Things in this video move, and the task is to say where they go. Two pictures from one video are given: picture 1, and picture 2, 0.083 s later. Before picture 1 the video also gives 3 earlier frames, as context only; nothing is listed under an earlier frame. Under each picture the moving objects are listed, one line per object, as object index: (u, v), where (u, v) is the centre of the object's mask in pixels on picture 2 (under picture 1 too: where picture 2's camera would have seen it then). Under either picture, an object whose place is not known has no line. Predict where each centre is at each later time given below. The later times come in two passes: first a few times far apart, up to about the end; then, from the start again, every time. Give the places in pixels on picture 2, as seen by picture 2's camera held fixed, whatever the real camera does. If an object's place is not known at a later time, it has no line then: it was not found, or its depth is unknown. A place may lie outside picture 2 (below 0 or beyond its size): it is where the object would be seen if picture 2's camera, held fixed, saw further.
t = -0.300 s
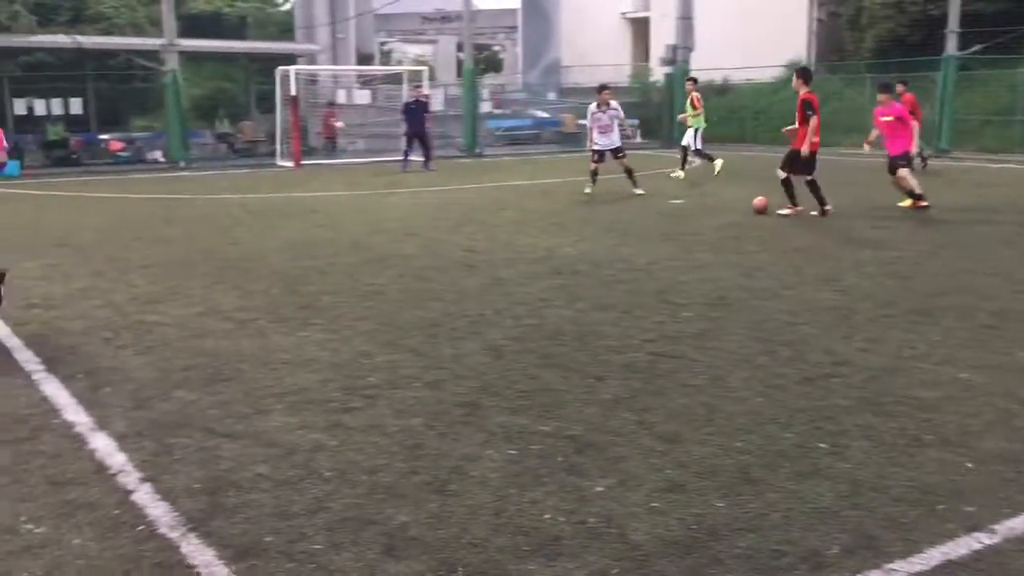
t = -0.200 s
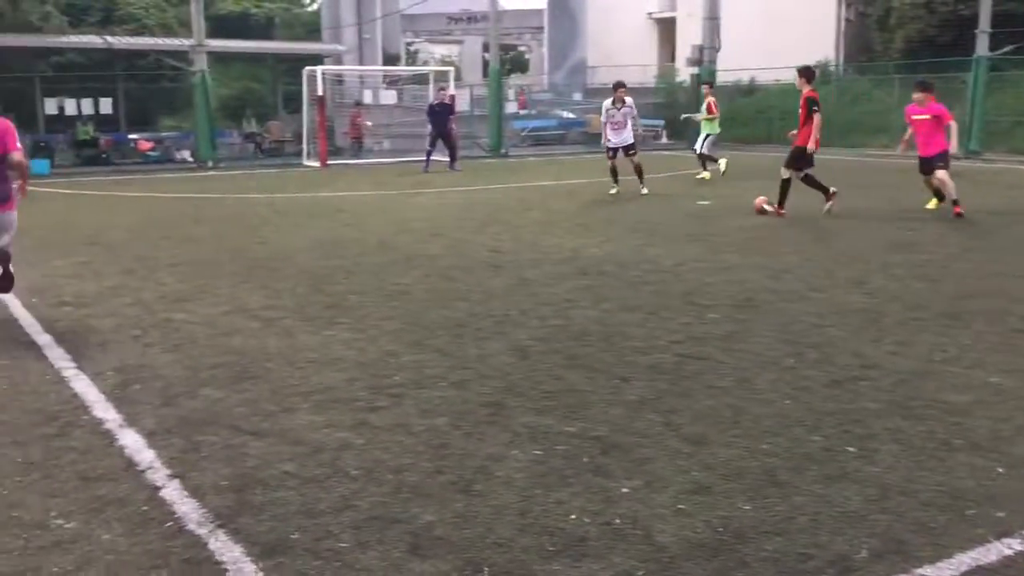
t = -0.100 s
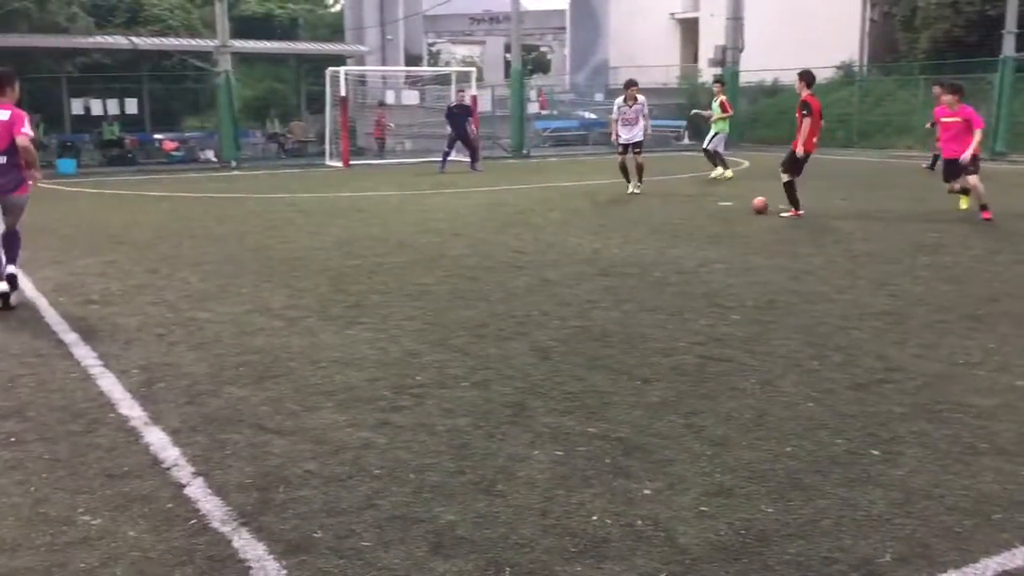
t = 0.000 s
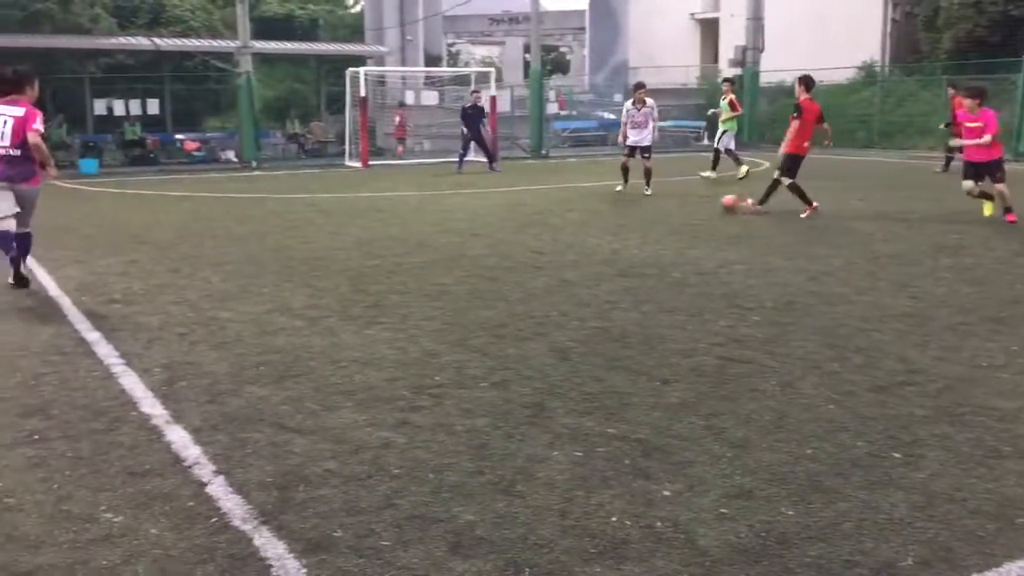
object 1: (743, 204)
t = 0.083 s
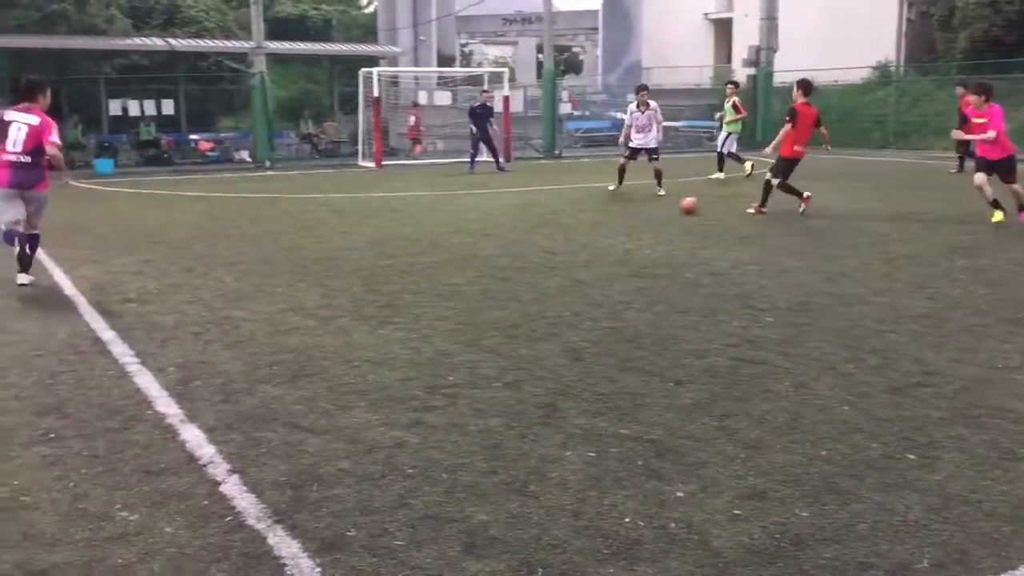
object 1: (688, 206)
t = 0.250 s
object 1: (598, 206)
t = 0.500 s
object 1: (489, 206)
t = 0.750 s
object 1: (392, 205)
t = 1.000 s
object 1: (300, 204)
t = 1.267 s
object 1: (208, 203)
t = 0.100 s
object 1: (679, 206)
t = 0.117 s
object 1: (668, 206)
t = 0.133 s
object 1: (659, 205)
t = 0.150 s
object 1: (650, 205)
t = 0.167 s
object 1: (641, 205)
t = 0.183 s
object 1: (632, 205)
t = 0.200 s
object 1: (623, 205)
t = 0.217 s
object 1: (614, 205)
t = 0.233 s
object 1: (605, 206)
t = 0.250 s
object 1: (598, 206)
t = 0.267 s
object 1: (589, 205)
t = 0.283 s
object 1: (582, 205)
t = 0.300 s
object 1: (574, 205)
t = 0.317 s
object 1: (566, 205)
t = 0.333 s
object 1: (558, 205)
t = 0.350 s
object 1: (550, 206)
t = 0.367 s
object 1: (543, 206)
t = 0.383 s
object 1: (537, 206)
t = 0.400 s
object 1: (529, 205)
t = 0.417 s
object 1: (522, 205)
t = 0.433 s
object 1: (515, 205)
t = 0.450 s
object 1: (509, 206)
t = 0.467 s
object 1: (501, 206)
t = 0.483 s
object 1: (495, 206)
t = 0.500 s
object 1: (489, 206)
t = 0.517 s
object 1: (482, 206)
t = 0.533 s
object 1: (475, 205)
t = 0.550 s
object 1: (469, 205)
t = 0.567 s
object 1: (462, 206)
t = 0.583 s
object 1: (455, 206)
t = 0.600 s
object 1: (450, 205)
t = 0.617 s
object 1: (443, 205)
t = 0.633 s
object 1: (436, 205)
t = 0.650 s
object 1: (430, 205)
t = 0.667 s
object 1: (425, 205)
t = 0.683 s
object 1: (418, 205)
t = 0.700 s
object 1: (410, 205)
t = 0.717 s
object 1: (405, 205)
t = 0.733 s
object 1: (398, 205)
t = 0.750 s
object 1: (392, 205)
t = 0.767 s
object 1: (385, 204)
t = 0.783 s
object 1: (379, 204)
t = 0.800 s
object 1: (374, 205)
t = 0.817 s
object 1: (367, 205)
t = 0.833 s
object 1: (360, 205)
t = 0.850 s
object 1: (354, 205)
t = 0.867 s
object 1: (348, 205)
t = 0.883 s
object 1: (342, 205)
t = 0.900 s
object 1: (336, 205)
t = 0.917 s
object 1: (330, 205)
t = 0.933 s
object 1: (324, 205)
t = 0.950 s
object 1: (318, 205)
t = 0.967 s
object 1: (312, 204)
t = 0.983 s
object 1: (307, 204)
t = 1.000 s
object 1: (300, 204)
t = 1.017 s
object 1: (294, 204)
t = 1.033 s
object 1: (288, 204)
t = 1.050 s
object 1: (283, 204)
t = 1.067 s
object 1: (277, 204)
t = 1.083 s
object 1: (271, 204)
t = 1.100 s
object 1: (265, 204)
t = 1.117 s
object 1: (259, 204)
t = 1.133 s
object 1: (253, 204)
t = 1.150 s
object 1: (247, 204)
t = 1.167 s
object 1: (242, 204)
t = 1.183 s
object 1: (236, 204)
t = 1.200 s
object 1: (230, 204)
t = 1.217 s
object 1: (225, 203)
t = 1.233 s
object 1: (218, 203)
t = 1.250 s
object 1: (213, 203)
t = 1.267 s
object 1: (208, 203)
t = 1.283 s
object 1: (202, 204)
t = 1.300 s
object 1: (196, 204)
